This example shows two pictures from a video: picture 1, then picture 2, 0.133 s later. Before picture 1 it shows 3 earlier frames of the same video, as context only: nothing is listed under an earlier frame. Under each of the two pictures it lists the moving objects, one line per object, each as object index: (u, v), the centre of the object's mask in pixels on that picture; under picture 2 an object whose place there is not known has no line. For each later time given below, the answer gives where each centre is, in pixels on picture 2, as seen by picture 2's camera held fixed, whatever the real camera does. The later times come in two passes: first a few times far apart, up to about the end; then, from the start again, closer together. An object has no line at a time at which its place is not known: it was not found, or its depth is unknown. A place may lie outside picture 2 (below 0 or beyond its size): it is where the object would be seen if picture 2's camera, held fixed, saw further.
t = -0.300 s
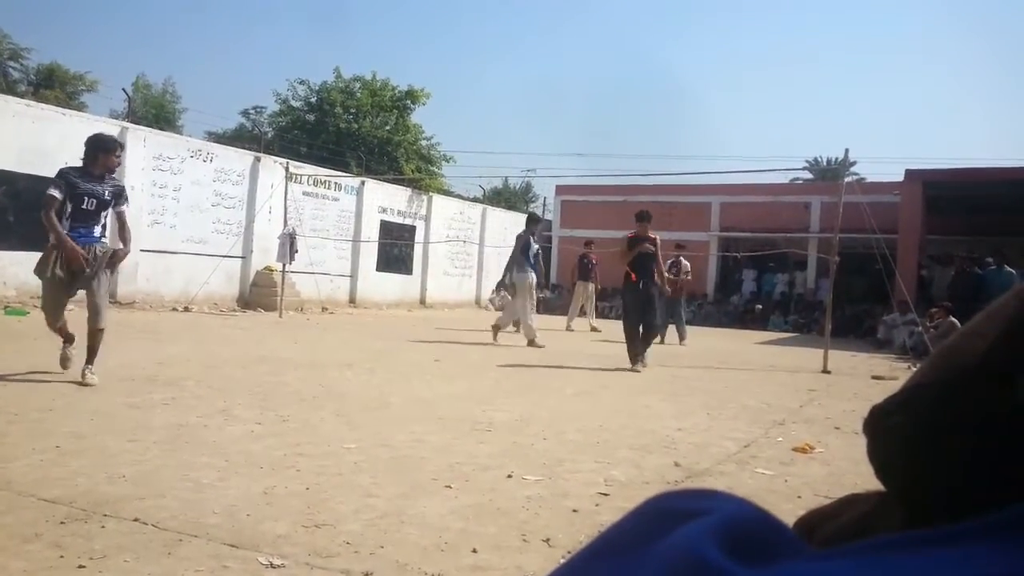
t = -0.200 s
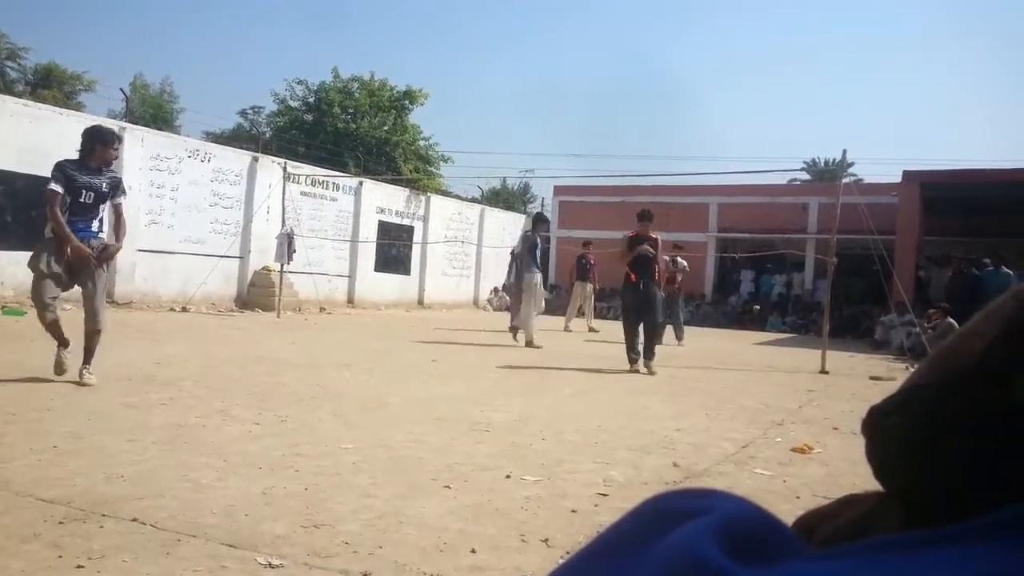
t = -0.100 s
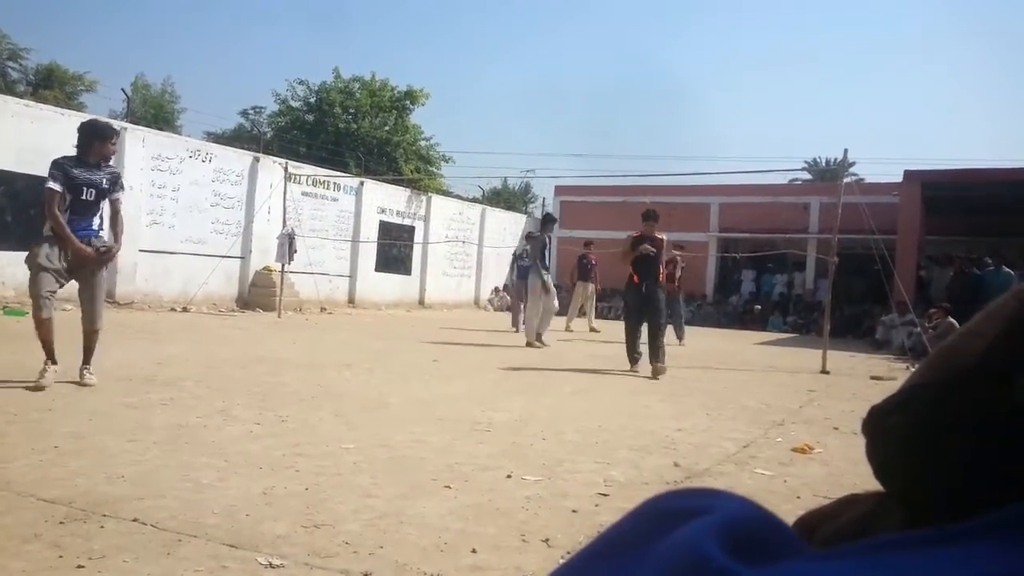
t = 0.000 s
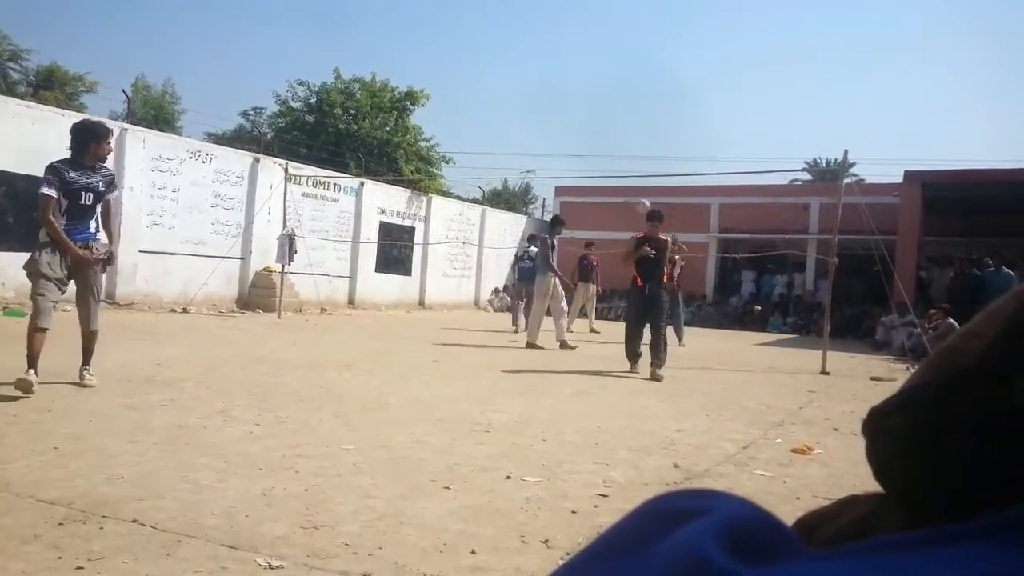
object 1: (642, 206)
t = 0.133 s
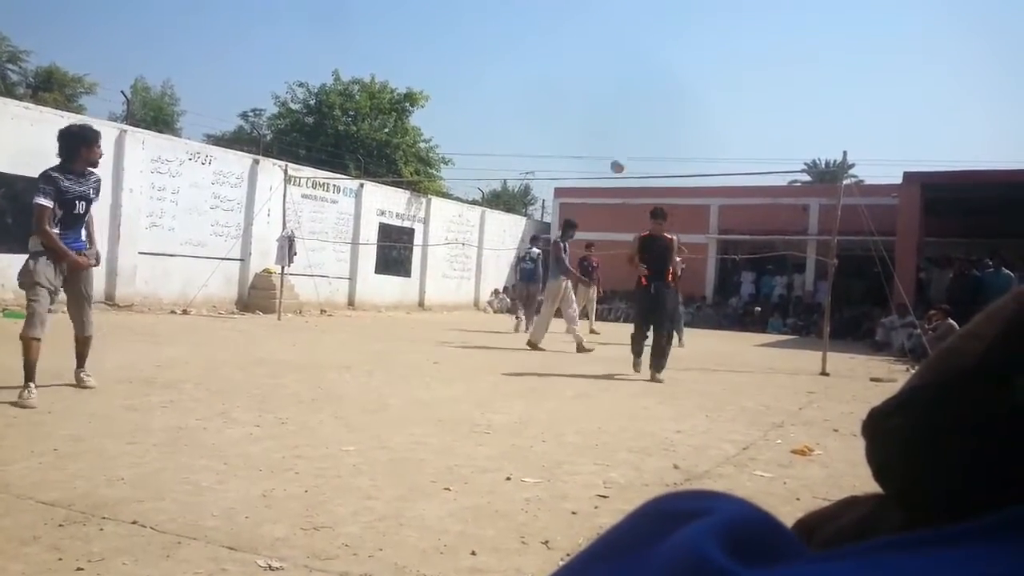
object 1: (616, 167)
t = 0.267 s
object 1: (589, 134)
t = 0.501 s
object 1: (532, 101)
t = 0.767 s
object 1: (446, 113)
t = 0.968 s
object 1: (363, 167)
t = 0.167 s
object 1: (610, 158)
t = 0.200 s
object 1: (603, 150)
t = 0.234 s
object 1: (597, 141)
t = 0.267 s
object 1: (589, 134)
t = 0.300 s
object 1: (582, 127)
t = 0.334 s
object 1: (574, 121)
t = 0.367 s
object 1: (566, 116)
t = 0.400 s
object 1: (558, 111)
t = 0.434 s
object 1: (550, 107)
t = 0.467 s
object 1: (541, 104)
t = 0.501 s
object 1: (532, 101)
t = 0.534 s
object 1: (523, 99)
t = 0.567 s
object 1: (513, 99)
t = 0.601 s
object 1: (503, 98)
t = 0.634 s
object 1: (492, 99)
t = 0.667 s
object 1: (482, 100)
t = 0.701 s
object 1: (470, 104)
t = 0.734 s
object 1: (458, 108)
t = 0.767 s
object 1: (446, 113)
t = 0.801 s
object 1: (434, 119)
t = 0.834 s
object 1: (421, 125)
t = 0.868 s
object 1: (407, 134)
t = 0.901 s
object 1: (394, 143)
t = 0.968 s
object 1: (363, 167)
